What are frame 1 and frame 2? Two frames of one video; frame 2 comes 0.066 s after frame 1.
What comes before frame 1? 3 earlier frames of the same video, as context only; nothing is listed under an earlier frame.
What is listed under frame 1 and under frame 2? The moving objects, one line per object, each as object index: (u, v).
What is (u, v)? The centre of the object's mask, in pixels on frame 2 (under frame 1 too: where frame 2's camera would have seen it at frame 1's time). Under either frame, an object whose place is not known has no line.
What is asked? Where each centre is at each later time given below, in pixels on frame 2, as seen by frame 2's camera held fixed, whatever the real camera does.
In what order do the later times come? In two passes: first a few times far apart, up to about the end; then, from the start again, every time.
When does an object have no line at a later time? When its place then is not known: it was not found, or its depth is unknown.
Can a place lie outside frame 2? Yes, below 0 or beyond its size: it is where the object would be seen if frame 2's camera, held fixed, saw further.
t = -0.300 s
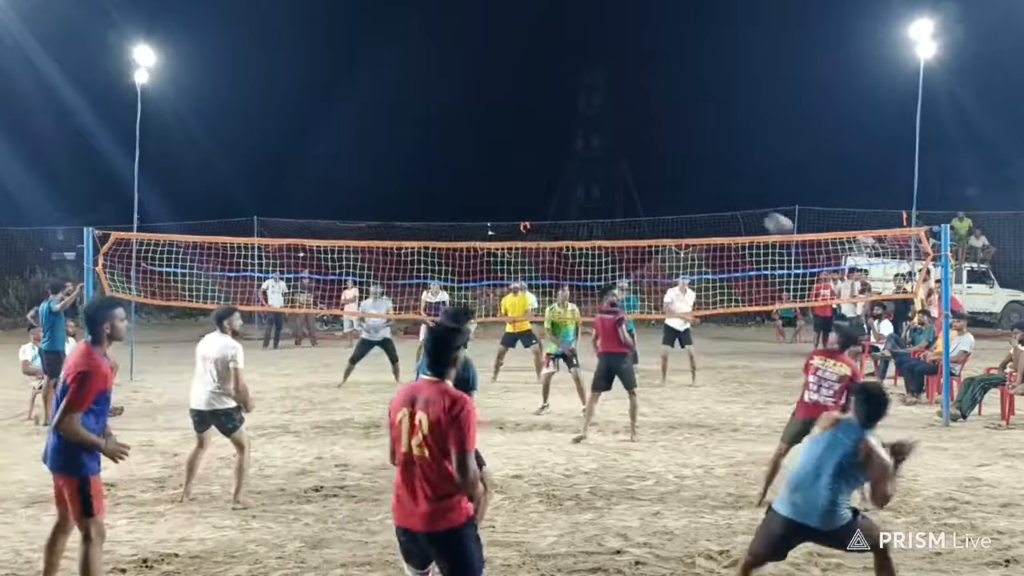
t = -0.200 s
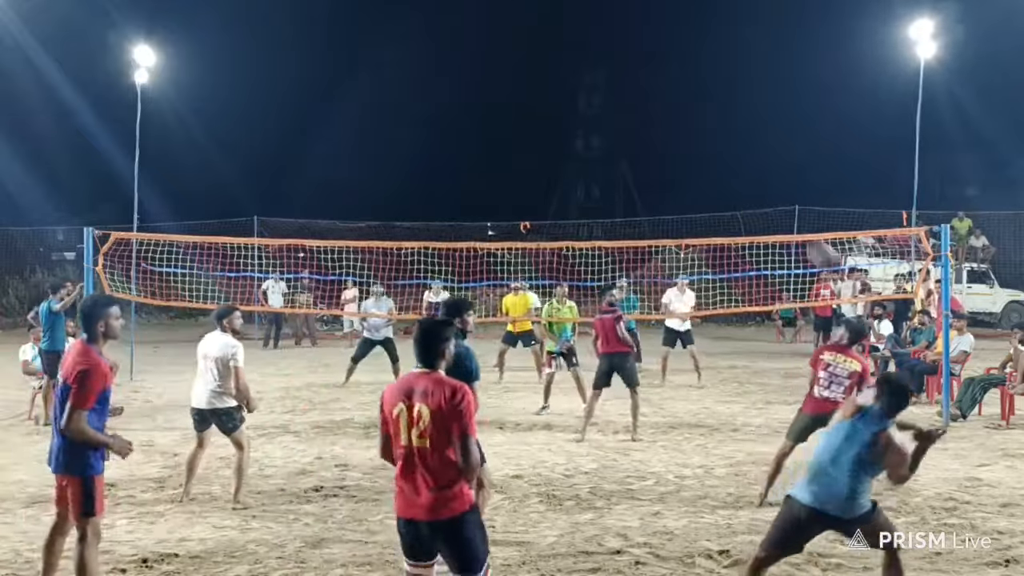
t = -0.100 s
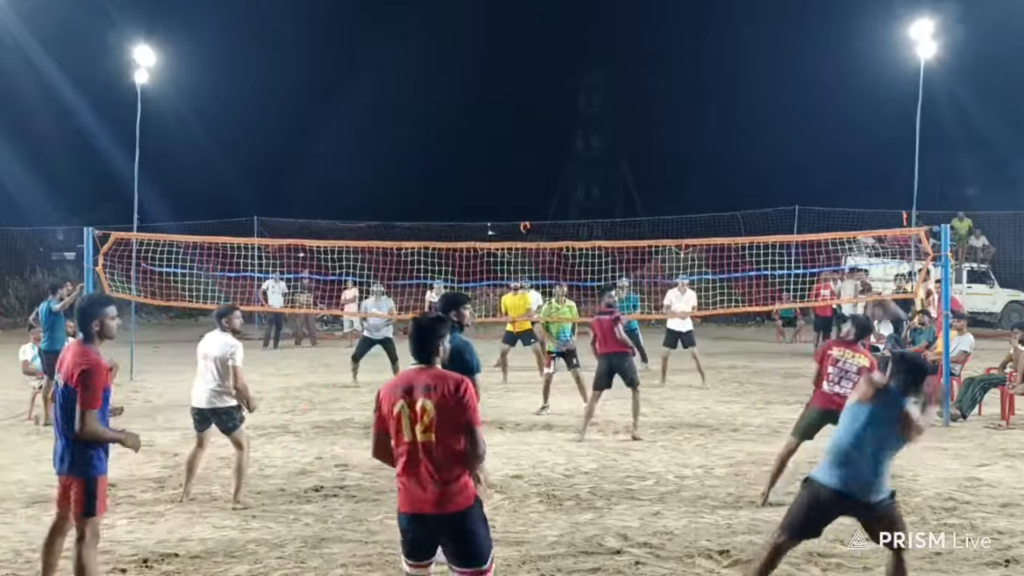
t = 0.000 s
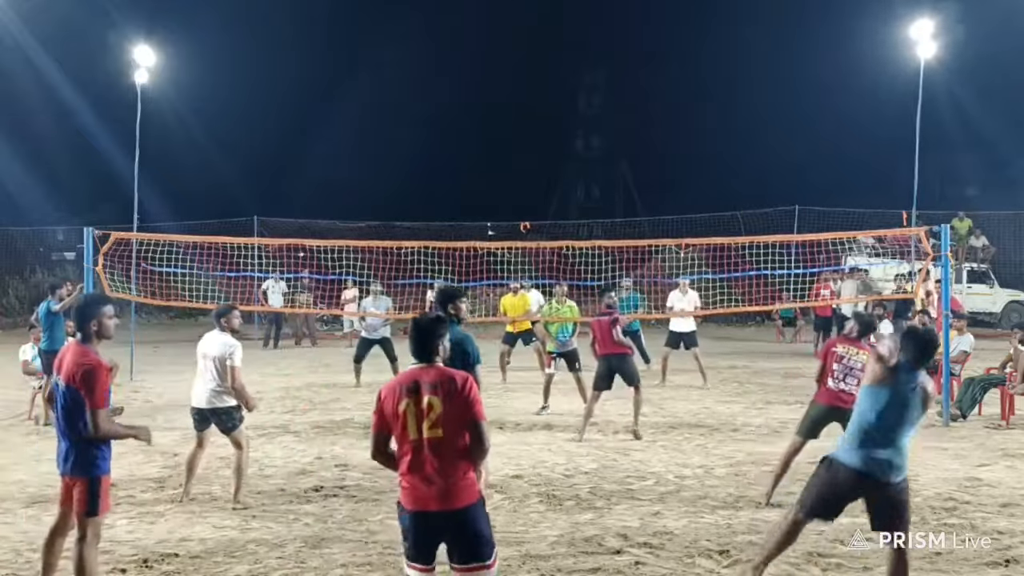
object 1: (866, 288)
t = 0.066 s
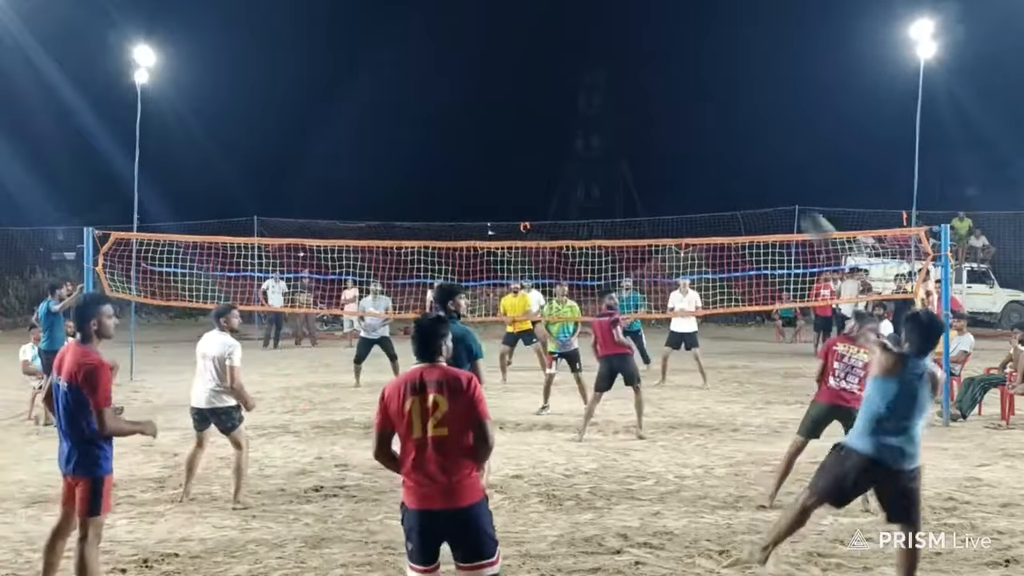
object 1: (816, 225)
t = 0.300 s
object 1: (699, 134)
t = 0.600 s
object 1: (603, 123)
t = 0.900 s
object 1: (540, 177)
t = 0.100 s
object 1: (799, 211)
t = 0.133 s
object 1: (778, 190)
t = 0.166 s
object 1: (760, 175)
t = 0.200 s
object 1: (744, 163)
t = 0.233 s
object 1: (728, 151)
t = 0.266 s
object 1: (712, 141)
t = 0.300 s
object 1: (699, 134)
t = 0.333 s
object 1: (686, 128)
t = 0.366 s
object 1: (673, 122)
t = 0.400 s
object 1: (662, 119)
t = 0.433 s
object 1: (651, 117)
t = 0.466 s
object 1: (640, 117)
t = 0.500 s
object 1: (630, 117)
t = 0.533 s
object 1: (621, 118)
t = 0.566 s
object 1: (612, 120)
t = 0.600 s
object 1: (603, 123)
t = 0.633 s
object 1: (595, 127)
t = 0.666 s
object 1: (587, 131)
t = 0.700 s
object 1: (579, 136)
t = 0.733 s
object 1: (572, 142)
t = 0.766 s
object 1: (565, 148)
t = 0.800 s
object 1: (559, 155)
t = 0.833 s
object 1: (552, 162)
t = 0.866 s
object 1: (546, 170)
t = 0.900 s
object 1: (540, 177)
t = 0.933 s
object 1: (534, 187)
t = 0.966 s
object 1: (529, 195)
